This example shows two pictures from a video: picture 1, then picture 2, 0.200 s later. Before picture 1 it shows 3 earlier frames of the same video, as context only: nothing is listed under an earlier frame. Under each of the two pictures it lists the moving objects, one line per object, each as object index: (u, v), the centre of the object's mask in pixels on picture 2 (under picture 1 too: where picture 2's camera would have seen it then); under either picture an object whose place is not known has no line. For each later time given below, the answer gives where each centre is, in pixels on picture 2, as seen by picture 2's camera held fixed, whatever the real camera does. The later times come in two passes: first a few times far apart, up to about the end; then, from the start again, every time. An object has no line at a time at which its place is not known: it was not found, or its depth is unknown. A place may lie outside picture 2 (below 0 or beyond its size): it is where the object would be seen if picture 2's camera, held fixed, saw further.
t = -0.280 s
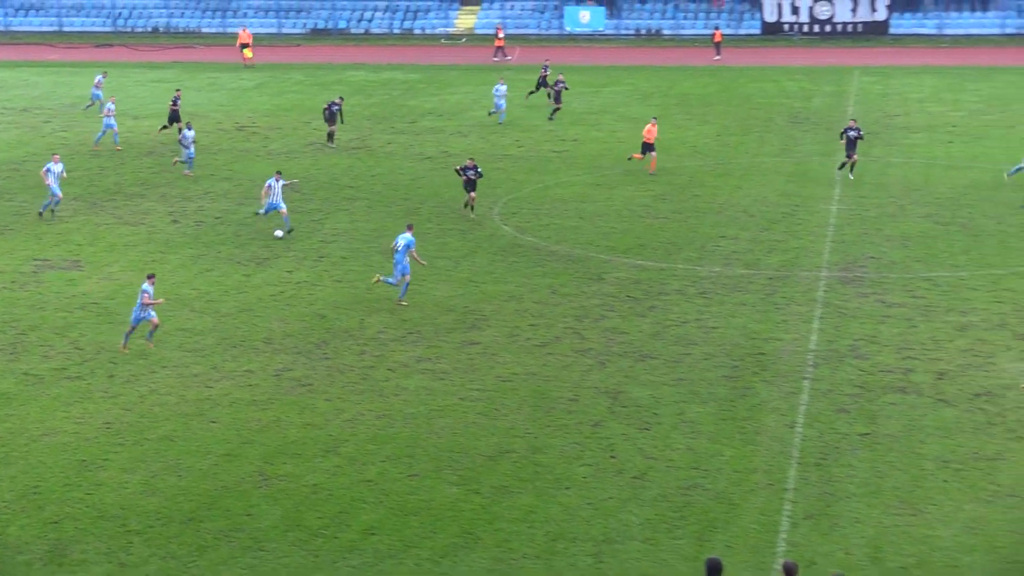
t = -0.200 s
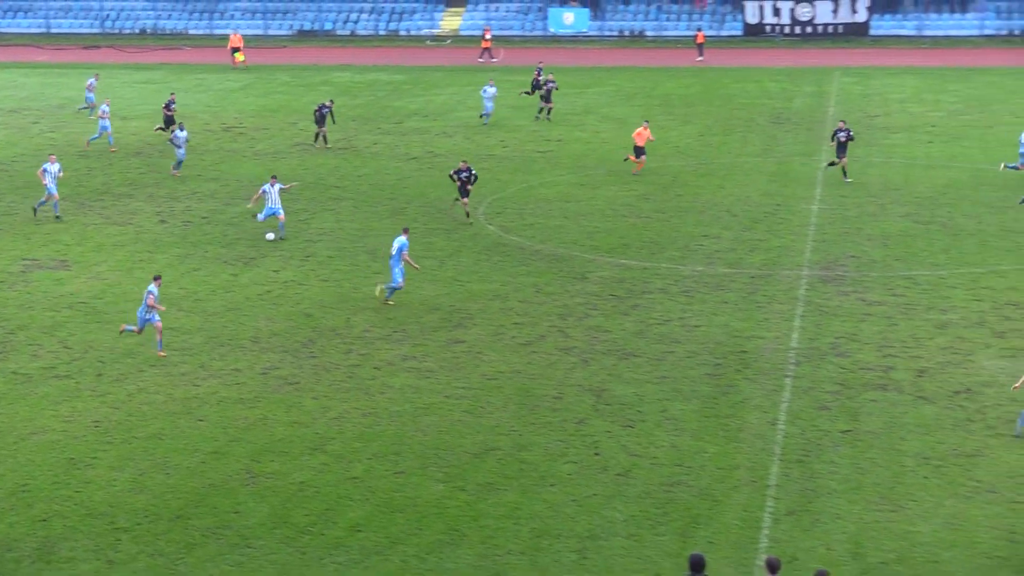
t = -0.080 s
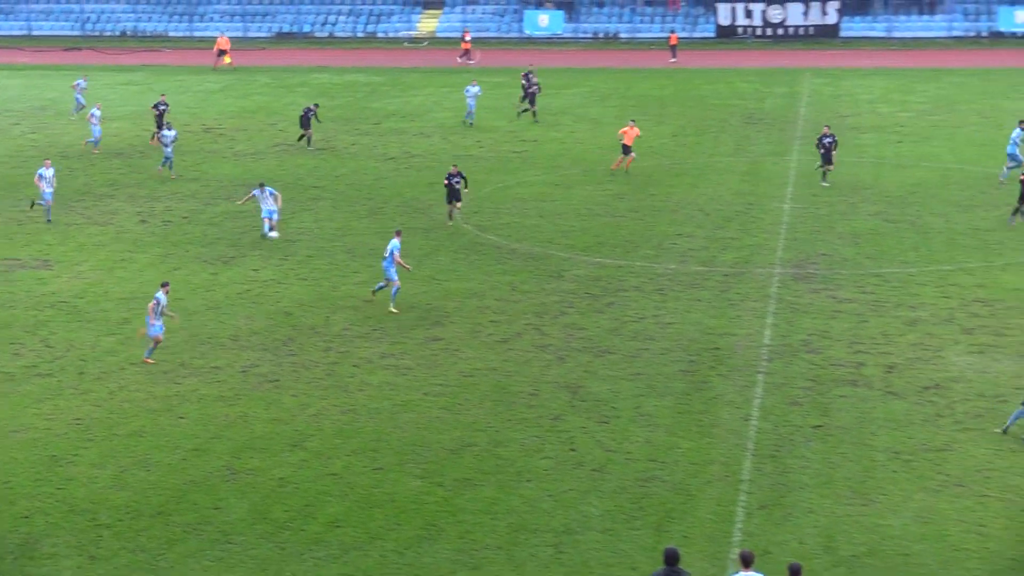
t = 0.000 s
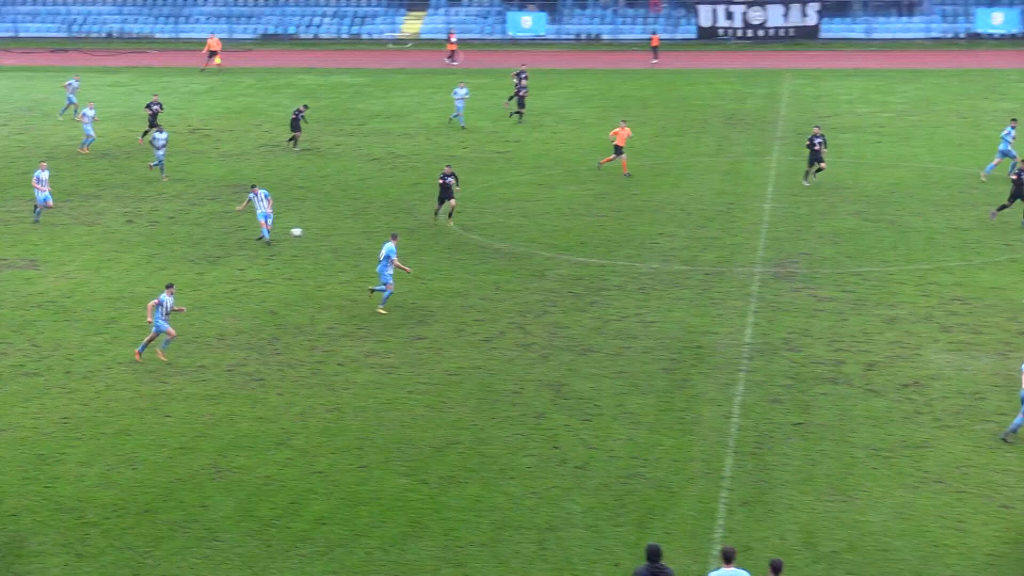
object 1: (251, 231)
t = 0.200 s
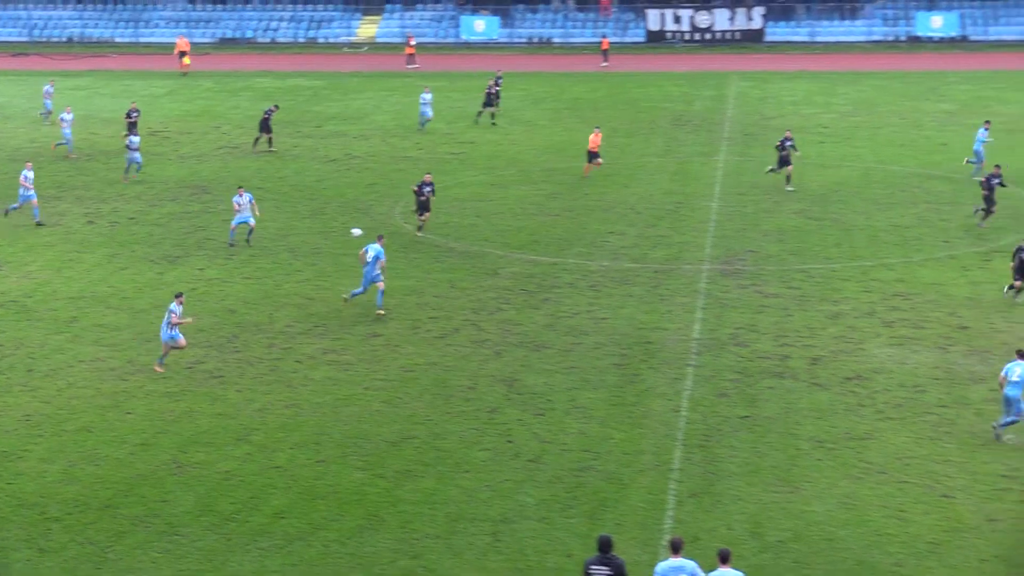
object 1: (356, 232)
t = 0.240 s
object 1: (378, 235)
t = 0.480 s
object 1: (524, 259)
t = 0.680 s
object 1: (665, 298)
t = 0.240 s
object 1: (378, 235)
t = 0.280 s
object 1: (401, 237)
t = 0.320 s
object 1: (425, 240)
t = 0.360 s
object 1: (449, 244)
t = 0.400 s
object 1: (473, 248)
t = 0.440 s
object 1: (498, 253)
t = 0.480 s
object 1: (524, 259)
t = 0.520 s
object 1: (551, 264)
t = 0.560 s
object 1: (578, 272)
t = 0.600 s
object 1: (607, 281)
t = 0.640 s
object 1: (636, 289)
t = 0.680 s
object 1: (665, 298)
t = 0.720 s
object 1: (696, 308)
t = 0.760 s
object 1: (727, 319)
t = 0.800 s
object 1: (760, 331)
